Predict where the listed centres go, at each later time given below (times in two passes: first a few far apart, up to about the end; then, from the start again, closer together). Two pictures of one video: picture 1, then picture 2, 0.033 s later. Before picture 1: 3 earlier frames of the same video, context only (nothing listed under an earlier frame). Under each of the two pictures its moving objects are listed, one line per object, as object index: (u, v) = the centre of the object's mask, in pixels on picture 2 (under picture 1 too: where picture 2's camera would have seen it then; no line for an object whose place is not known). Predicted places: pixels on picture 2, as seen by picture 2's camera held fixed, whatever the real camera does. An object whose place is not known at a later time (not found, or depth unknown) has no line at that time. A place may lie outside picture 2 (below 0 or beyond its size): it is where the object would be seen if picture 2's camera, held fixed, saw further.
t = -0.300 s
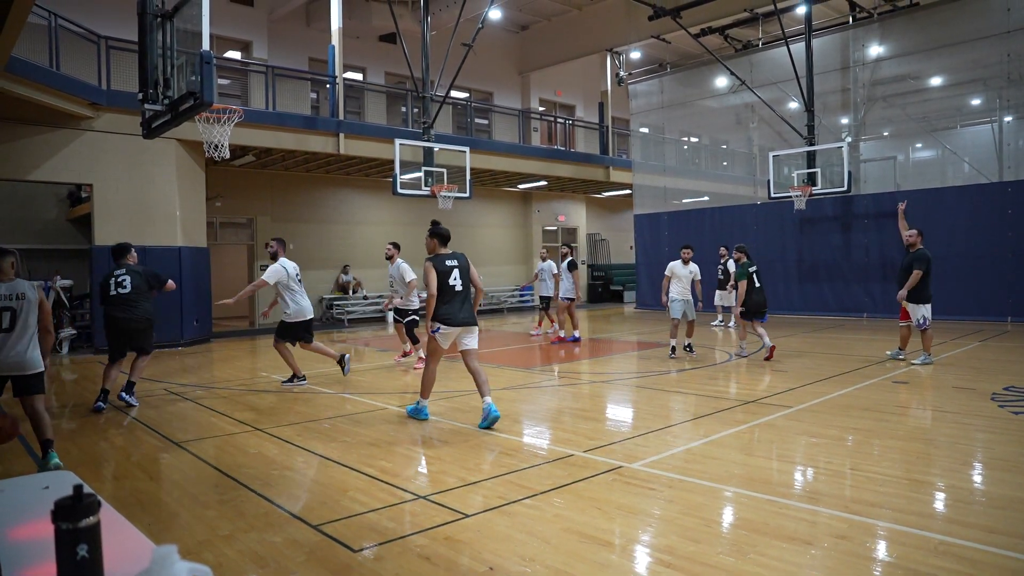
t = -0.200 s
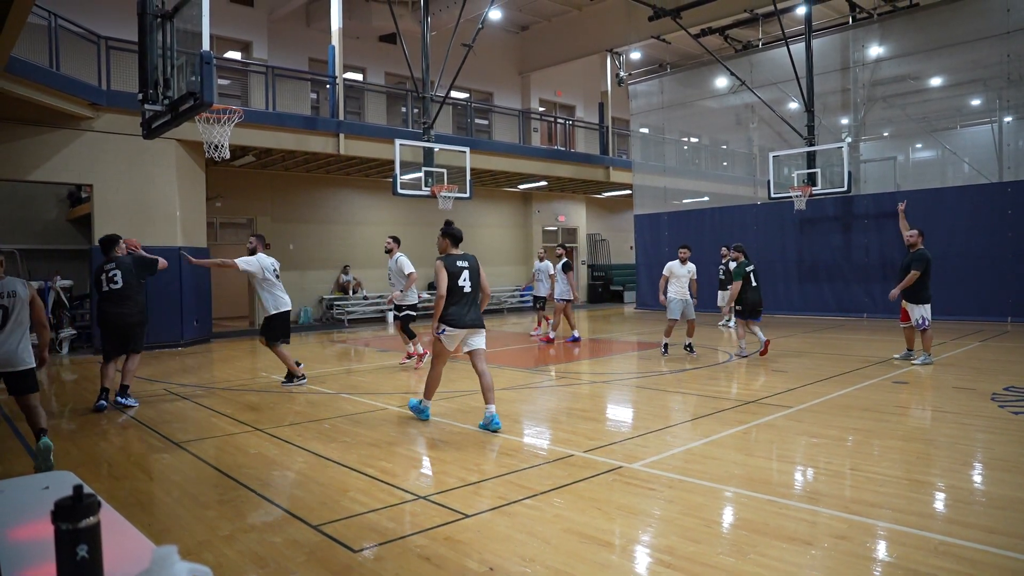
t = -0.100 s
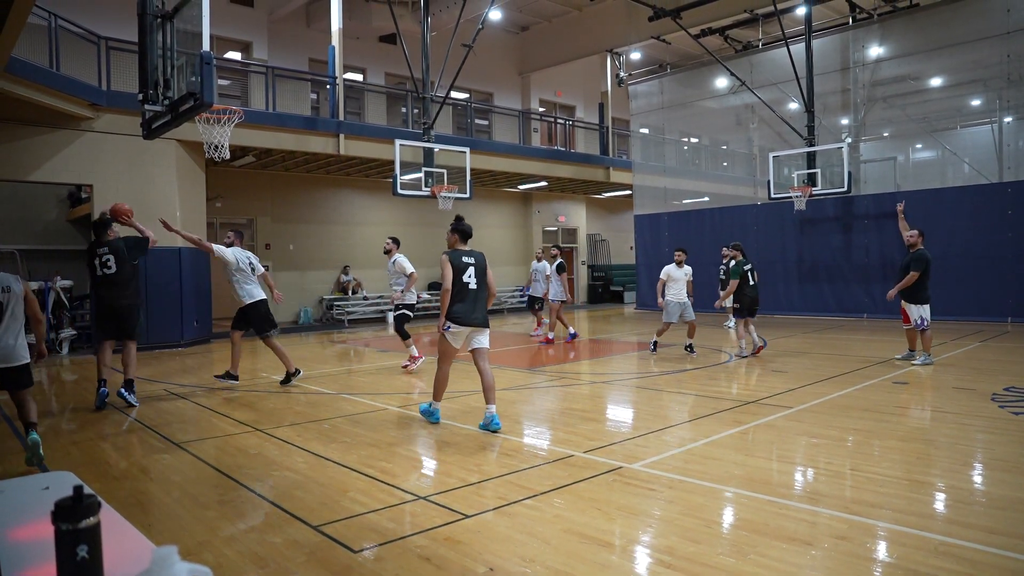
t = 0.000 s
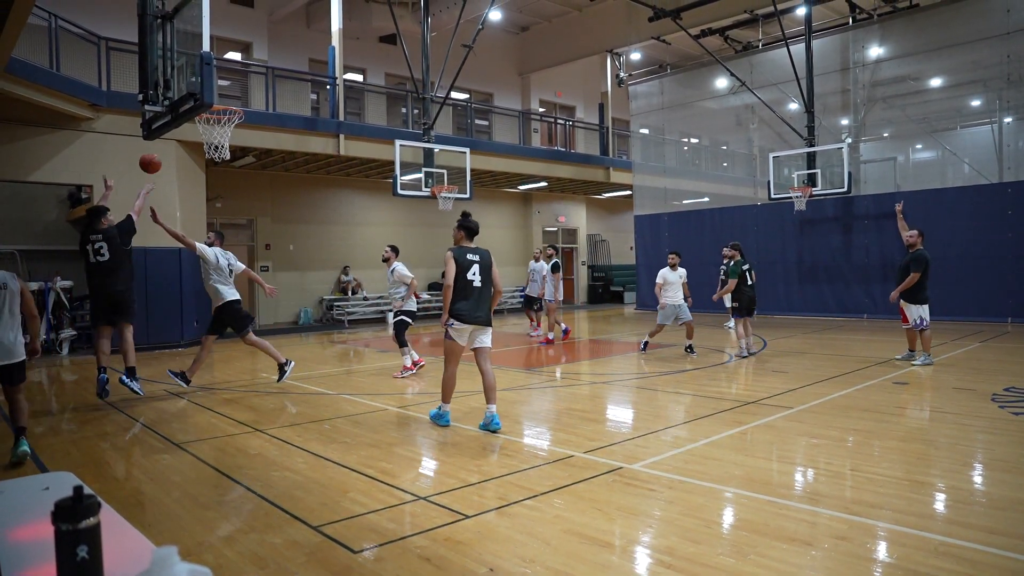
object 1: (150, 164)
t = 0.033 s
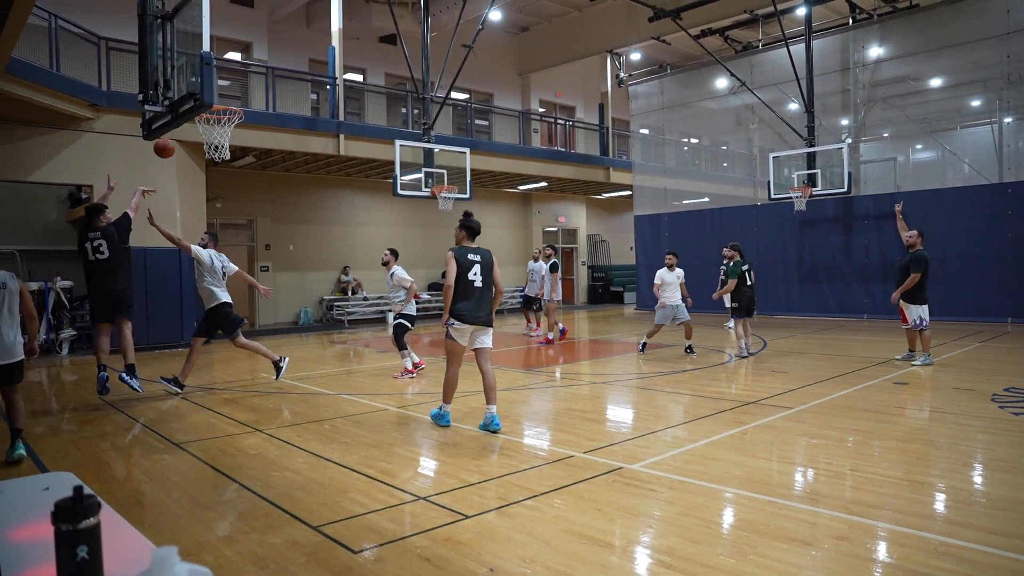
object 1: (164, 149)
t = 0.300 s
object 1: (258, 76)
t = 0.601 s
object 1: (336, 67)
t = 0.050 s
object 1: (171, 142)
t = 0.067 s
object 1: (178, 136)
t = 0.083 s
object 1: (185, 130)
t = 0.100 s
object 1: (190, 126)
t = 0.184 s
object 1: (222, 97)
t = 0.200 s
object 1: (226, 94)
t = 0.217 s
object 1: (232, 90)
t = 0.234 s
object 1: (238, 87)
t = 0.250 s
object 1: (243, 83)
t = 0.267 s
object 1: (248, 81)
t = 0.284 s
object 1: (253, 78)
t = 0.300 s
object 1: (258, 76)
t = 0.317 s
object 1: (263, 74)
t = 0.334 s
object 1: (268, 71)
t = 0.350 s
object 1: (273, 70)
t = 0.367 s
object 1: (277, 68)
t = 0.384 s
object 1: (282, 67)
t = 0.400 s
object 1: (287, 66)
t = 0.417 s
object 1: (291, 65)
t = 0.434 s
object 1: (296, 64)
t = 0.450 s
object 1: (300, 64)
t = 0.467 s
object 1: (304, 63)
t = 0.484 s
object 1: (308, 63)
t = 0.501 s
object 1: (312, 63)
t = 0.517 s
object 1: (316, 63)
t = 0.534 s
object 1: (321, 64)
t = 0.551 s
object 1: (324, 64)
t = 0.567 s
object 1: (328, 65)
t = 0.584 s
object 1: (332, 66)
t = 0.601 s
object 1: (336, 67)
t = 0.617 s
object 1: (340, 69)
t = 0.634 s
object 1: (343, 70)
